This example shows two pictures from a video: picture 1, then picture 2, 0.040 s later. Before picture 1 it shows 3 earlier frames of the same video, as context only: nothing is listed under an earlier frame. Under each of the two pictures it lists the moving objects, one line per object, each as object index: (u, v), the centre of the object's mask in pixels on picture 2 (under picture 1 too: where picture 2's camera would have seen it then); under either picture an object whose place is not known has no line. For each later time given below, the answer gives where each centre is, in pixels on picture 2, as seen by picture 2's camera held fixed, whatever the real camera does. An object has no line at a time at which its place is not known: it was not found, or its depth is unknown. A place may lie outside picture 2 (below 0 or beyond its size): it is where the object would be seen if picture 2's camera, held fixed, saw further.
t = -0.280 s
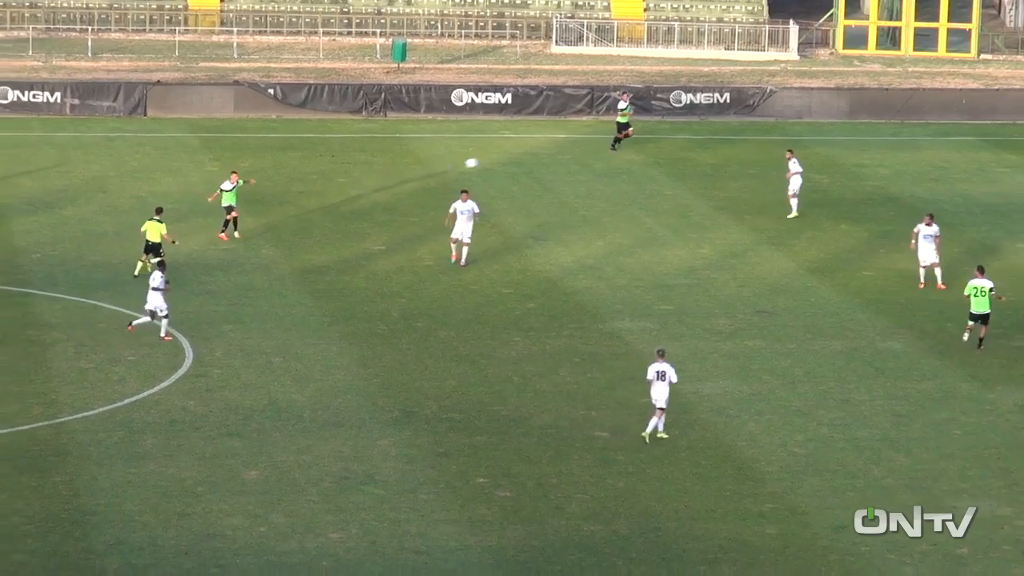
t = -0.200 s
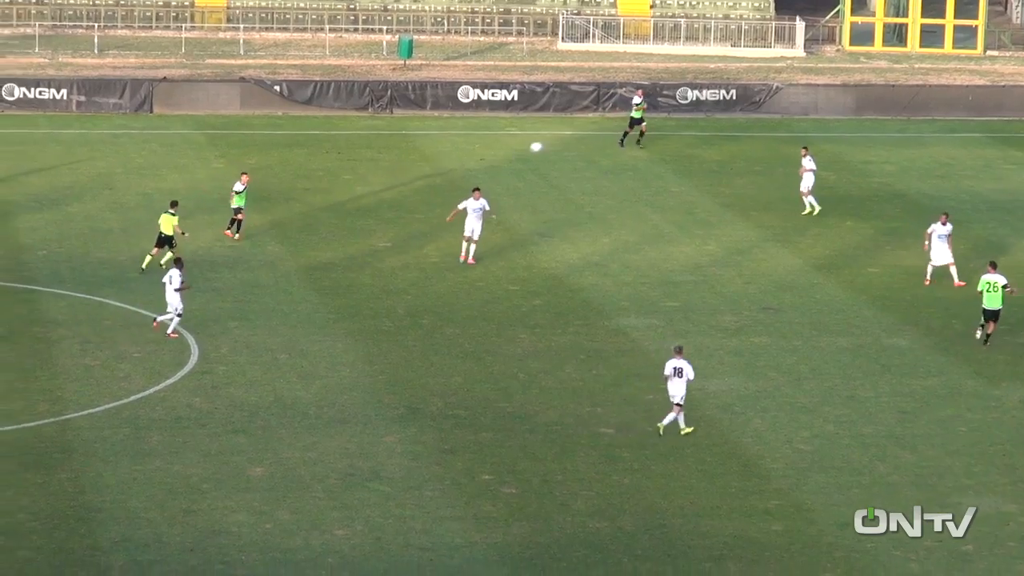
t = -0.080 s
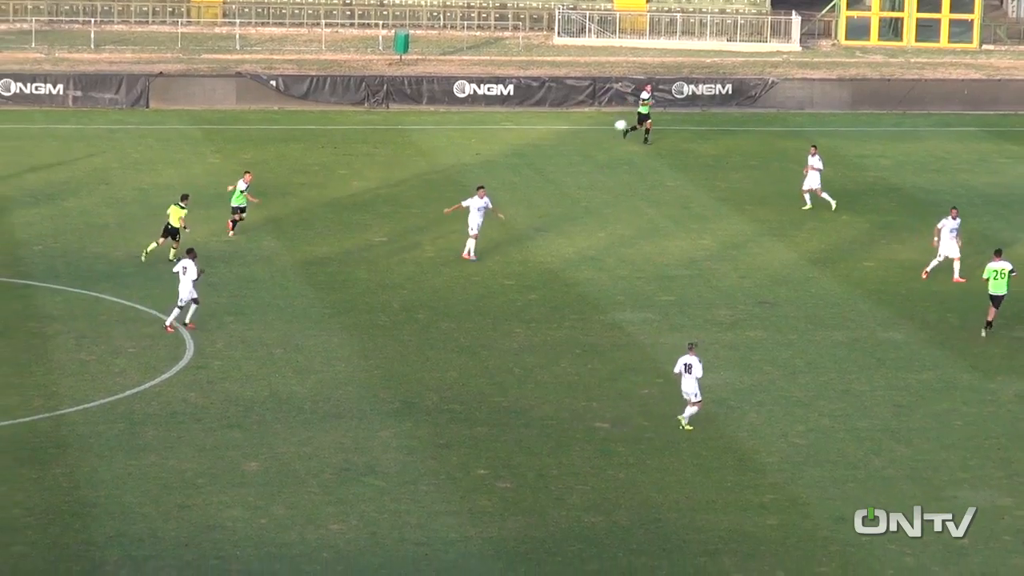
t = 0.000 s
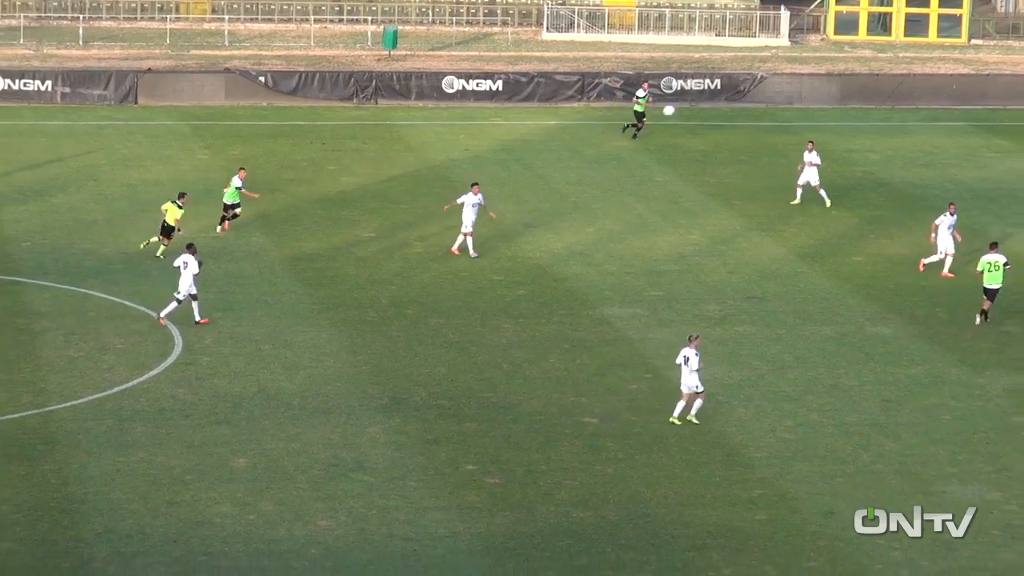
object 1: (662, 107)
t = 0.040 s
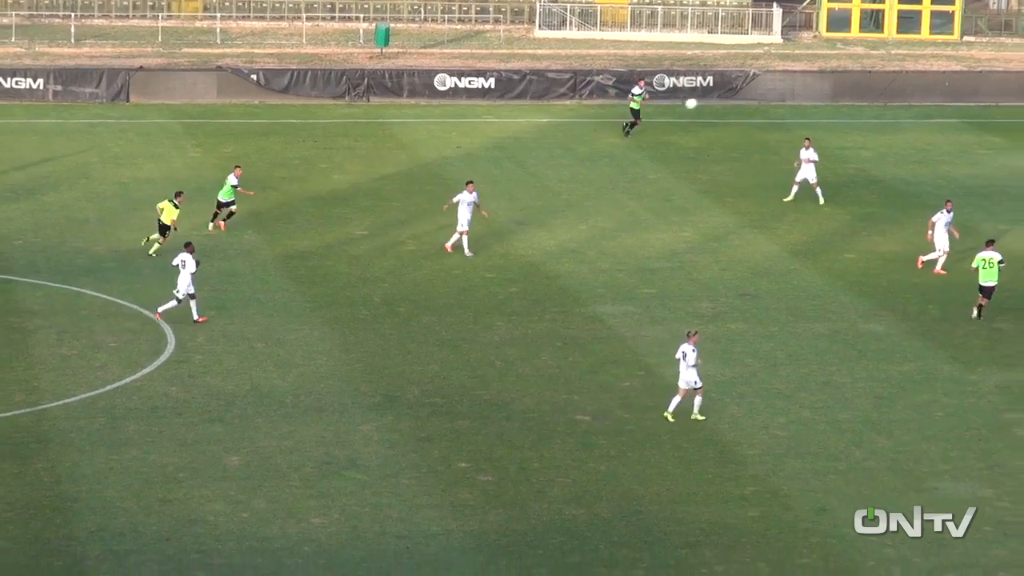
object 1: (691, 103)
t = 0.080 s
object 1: (719, 98)
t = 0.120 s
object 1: (745, 95)
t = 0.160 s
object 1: (771, 91)
